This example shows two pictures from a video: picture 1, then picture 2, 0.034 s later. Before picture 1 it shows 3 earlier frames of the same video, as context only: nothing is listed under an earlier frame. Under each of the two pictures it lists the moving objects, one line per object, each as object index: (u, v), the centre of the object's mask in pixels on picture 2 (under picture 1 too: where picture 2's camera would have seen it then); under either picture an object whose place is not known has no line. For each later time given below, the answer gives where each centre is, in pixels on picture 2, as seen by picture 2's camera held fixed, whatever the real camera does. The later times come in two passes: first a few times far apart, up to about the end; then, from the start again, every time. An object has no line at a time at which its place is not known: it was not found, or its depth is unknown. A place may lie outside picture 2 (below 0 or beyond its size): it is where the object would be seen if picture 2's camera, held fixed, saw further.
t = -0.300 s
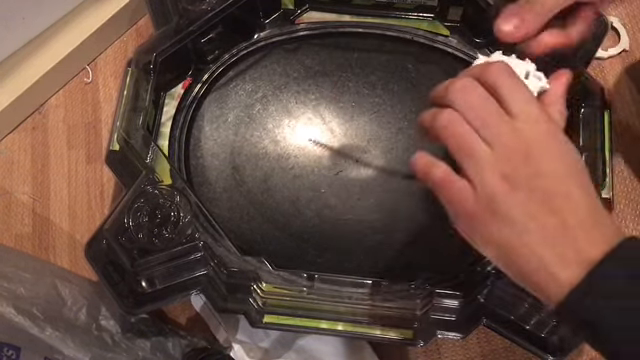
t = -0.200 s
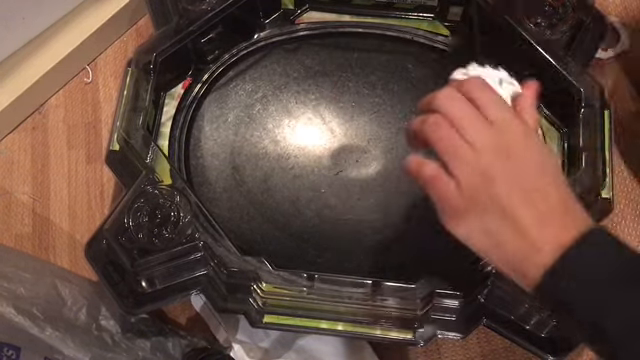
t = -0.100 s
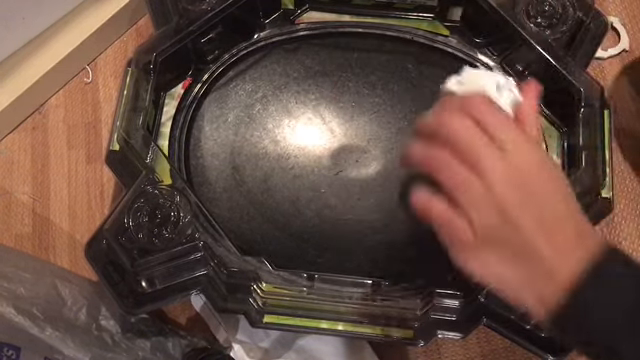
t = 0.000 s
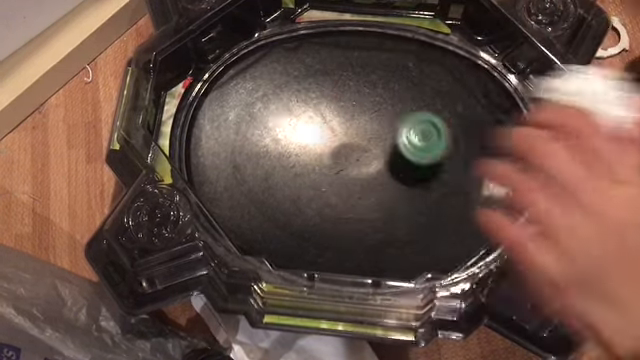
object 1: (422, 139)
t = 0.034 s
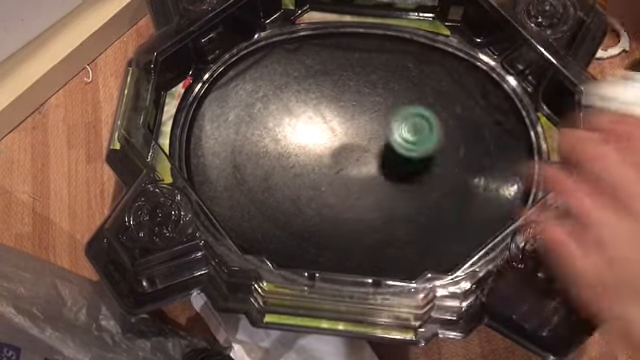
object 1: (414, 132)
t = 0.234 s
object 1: (358, 122)
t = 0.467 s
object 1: (298, 136)
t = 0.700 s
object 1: (334, 191)
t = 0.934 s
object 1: (407, 160)
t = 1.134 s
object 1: (405, 110)
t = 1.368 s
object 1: (343, 91)
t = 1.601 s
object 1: (291, 140)
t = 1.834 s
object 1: (331, 208)
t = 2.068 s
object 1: (432, 197)
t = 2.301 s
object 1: (461, 101)
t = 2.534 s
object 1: (358, 51)
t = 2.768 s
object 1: (233, 126)
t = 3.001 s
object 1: (263, 242)
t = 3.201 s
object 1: (416, 241)
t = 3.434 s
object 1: (495, 119)
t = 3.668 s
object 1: (388, 44)
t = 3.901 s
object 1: (244, 88)
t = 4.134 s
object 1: (231, 214)
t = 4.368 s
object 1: (375, 253)
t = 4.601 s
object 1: (485, 163)
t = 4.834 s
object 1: (439, 53)
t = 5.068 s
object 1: (300, 56)
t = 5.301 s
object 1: (224, 163)
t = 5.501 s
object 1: (285, 245)
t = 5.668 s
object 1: (380, 260)
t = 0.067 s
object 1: (405, 132)
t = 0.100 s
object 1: (396, 133)
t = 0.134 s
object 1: (389, 130)
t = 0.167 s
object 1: (380, 130)
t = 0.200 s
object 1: (370, 127)
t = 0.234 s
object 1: (358, 122)
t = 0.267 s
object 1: (348, 121)
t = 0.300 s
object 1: (338, 120)
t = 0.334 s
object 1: (328, 121)
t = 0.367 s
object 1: (318, 123)
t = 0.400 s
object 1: (310, 125)
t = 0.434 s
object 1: (303, 129)
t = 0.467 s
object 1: (298, 136)
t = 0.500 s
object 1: (294, 143)
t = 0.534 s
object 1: (294, 152)
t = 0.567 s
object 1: (297, 160)
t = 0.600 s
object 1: (302, 169)
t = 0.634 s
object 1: (311, 178)
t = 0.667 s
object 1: (322, 187)
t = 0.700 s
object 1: (334, 191)
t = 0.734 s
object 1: (348, 194)
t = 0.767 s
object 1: (361, 194)
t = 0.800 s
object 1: (374, 191)
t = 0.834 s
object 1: (385, 186)
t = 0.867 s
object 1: (394, 178)
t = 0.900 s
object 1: (402, 169)
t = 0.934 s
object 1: (407, 160)
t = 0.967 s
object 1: (411, 151)
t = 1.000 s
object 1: (413, 142)
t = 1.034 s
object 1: (413, 134)
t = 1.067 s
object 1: (413, 125)
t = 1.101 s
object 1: (410, 118)
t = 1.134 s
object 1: (405, 110)
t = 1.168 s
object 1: (400, 104)
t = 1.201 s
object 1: (393, 99)
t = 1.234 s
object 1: (384, 95)
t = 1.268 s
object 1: (375, 91)
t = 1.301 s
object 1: (365, 90)
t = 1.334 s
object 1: (353, 90)
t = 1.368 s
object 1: (343, 91)
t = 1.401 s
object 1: (332, 94)
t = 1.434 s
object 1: (323, 99)
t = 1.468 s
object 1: (313, 105)
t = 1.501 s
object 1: (305, 114)
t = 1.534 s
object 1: (299, 121)
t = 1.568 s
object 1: (294, 129)
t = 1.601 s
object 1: (291, 140)
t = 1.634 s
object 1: (290, 151)
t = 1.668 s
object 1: (291, 162)
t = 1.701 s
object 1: (294, 173)
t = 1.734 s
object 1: (301, 184)
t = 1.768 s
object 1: (309, 194)
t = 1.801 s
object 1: (319, 201)
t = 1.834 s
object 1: (331, 208)
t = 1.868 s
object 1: (345, 213)
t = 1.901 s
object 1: (360, 216)
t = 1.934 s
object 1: (376, 218)
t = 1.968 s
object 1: (390, 216)
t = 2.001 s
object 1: (405, 212)
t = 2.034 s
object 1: (419, 205)
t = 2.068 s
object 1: (432, 197)
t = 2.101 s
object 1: (443, 186)
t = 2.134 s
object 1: (453, 173)
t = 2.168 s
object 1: (462, 158)
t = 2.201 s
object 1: (466, 144)
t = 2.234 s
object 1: (468, 129)
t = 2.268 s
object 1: (466, 115)
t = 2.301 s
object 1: (461, 101)
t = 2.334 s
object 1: (454, 88)
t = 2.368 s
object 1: (443, 77)
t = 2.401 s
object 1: (429, 67)
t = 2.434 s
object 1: (413, 60)
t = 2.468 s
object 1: (396, 54)
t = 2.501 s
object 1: (378, 52)
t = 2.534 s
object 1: (358, 51)
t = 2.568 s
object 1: (338, 53)
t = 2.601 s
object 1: (318, 58)
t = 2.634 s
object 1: (298, 65)
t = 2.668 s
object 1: (281, 75)
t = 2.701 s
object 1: (262, 90)
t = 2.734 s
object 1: (247, 107)
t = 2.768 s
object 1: (233, 126)
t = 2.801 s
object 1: (222, 143)
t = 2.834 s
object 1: (215, 164)
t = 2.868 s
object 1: (215, 182)
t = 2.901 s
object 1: (220, 199)
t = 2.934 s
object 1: (222, 220)
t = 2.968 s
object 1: (245, 231)
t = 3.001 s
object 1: (263, 242)
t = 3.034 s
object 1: (282, 249)
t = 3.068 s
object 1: (308, 253)
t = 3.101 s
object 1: (336, 253)
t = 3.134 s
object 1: (363, 252)
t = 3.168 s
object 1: (389, 249)
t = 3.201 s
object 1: (416, 241)
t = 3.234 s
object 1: (438, 230)
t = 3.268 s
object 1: (457, 215)
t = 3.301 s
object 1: (472, 198)
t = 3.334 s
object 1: (485, 179)
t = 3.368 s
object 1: (492, 159)
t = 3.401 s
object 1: (495, 139)
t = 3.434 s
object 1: (495, 119)
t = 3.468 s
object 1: (488, 100)
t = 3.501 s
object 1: (481, 82)
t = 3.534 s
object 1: (471, 64)
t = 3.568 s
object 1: (453, 53)
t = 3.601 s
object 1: (432, 50)
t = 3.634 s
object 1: (409, 47)
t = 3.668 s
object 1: (388, 44)
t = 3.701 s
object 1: (365, 44)
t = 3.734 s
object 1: (342, 46)
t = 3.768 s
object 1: (320, 50)
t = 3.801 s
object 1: (299, 56)
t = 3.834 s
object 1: (279, 64)
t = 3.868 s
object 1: (260, 75)
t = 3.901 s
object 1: (244, 88)
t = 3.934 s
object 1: (229, 106)
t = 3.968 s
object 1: (220, 124)
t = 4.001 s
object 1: (214, 142)
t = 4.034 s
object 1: (211, 162)
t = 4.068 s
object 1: (213, 179)
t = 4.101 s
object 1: (219, 200)
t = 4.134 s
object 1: (231, 214)
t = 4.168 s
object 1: (244, 229)
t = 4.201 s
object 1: (261, 239)
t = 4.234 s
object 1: (281, 247)
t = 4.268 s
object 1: (304, 252)
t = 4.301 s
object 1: (328, 253)
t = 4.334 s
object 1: (352, 254)
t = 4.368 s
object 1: (375, 253)
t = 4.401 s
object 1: (398, 248)
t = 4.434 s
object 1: (420, 240)
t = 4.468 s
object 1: (439, 228)
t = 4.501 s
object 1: (455, 215)
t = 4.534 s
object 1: (469, 199)
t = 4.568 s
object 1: (478, 182)
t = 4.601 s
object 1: (485, 163)
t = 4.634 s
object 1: (489, 143)
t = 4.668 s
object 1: (488, 126)
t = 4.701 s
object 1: (483, 109)
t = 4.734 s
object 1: (476, 93)
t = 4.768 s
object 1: (465, 77)
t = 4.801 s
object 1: (453, 64)
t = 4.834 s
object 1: (439, 53)
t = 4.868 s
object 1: (423, 45)
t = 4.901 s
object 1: (405, 40)
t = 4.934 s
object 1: (385, 38)
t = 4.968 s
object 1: (363, 39)
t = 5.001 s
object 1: (342, 42)
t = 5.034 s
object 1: (321, 47)
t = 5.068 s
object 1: (300, 56)
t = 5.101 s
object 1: (283, 65)
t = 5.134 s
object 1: (264, 76)
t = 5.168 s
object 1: (249, 91)
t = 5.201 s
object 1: (237, 109)
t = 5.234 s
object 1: (230, 126)
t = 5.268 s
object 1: (225, 143)
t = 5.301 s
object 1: (224, 163)
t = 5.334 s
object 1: (226, 181)
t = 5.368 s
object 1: (232, 197)
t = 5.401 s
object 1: (242, 213)
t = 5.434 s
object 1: (254, 226)
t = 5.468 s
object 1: (268, 237)
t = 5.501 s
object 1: (285, 245)
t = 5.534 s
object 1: (302, 251)
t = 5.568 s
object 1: (322, 256)
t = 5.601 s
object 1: (340, 258)
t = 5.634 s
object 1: (360, 259)
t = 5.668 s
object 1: (380, 260)
